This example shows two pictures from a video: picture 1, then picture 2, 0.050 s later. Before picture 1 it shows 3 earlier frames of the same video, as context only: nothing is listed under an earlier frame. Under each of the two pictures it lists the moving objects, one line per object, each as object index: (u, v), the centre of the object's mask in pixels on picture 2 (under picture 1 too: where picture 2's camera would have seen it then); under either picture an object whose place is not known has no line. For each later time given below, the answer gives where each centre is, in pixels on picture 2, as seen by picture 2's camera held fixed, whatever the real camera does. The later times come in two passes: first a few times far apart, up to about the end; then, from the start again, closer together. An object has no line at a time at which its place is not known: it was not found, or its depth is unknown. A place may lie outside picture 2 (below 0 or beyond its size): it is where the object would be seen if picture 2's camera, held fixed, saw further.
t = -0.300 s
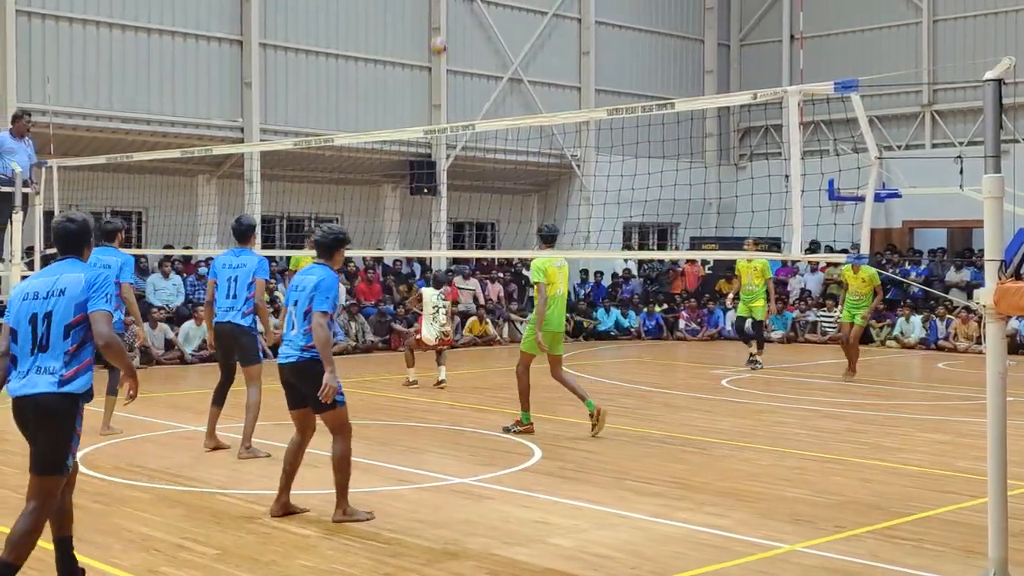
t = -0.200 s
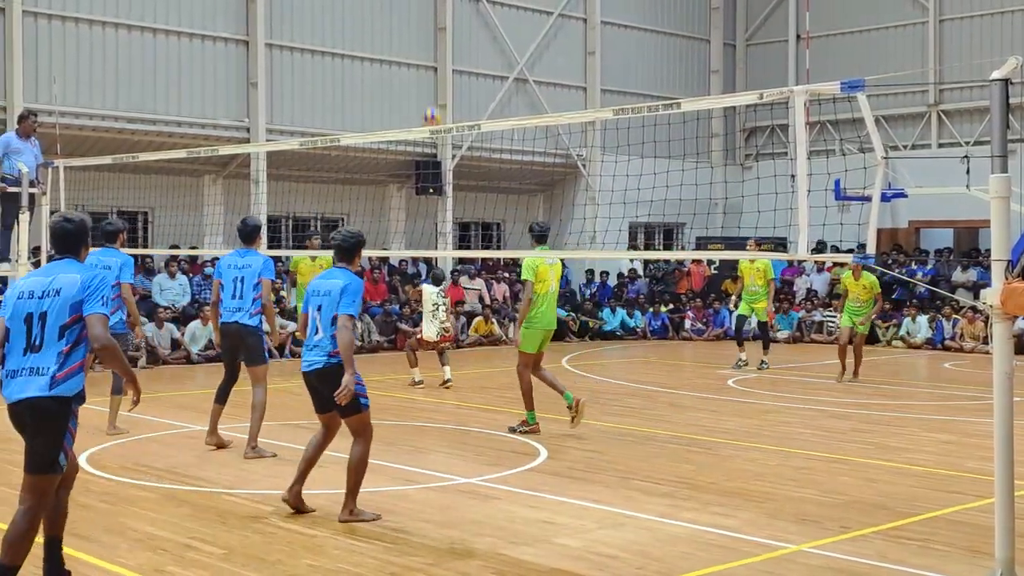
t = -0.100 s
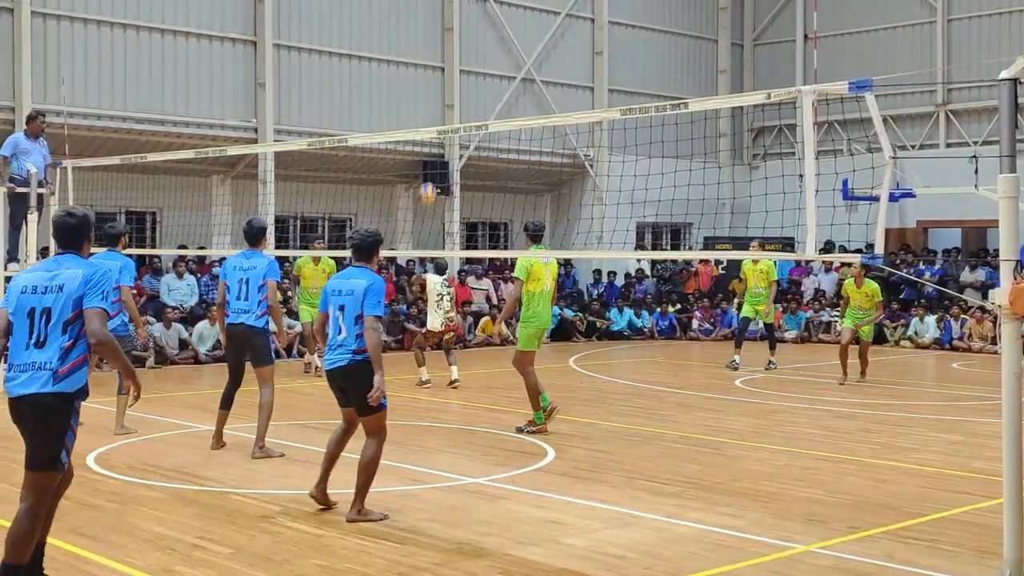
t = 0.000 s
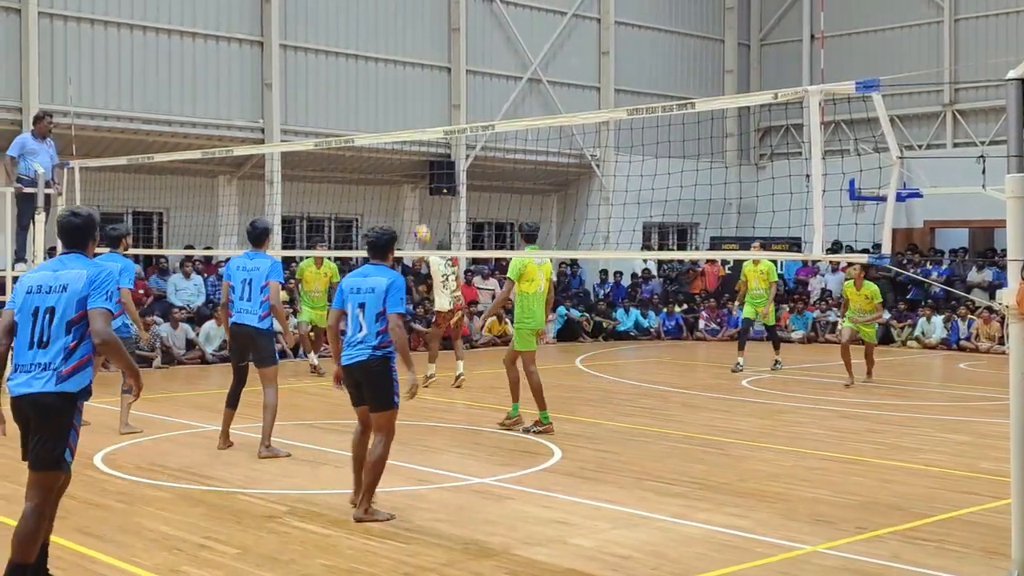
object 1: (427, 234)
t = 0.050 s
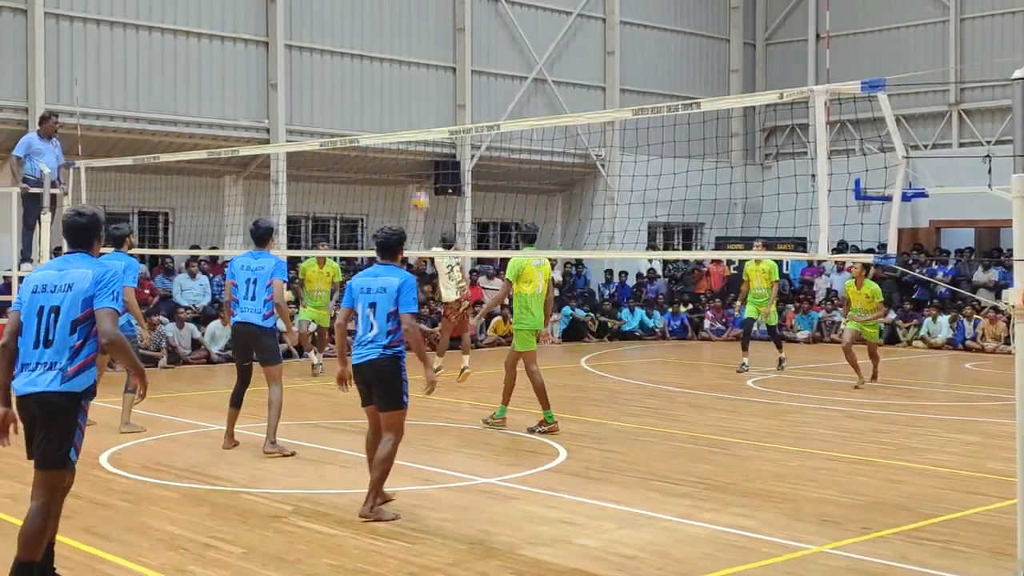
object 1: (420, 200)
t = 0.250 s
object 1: (397, 93)
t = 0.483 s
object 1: (368, 7)
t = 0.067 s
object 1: (419, 190)
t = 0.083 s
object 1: (417, 180)
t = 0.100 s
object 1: (416, 171)
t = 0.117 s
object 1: (414, 162)
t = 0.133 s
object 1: (410, 152)
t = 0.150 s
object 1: (409, 146)
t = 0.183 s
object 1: (404, 124)
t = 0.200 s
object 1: (402, 116)
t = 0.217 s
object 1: (401, 108)
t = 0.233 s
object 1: (399, 100)
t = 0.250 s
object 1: (397, 93)
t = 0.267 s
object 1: (396, 85)
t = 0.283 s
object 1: (393, 77)
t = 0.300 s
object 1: (391, 70)
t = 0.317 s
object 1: (389, 64)
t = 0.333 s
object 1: (387, 57)
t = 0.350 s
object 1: (385, 50)
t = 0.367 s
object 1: (383, 44)
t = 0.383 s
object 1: (381, 38)
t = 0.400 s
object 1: (378, 33)
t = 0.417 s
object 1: (376, 27)
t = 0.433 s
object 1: (374, 21)
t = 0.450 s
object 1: (372, 16)
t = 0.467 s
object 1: (370, 12)
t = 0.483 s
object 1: (368, 7)
